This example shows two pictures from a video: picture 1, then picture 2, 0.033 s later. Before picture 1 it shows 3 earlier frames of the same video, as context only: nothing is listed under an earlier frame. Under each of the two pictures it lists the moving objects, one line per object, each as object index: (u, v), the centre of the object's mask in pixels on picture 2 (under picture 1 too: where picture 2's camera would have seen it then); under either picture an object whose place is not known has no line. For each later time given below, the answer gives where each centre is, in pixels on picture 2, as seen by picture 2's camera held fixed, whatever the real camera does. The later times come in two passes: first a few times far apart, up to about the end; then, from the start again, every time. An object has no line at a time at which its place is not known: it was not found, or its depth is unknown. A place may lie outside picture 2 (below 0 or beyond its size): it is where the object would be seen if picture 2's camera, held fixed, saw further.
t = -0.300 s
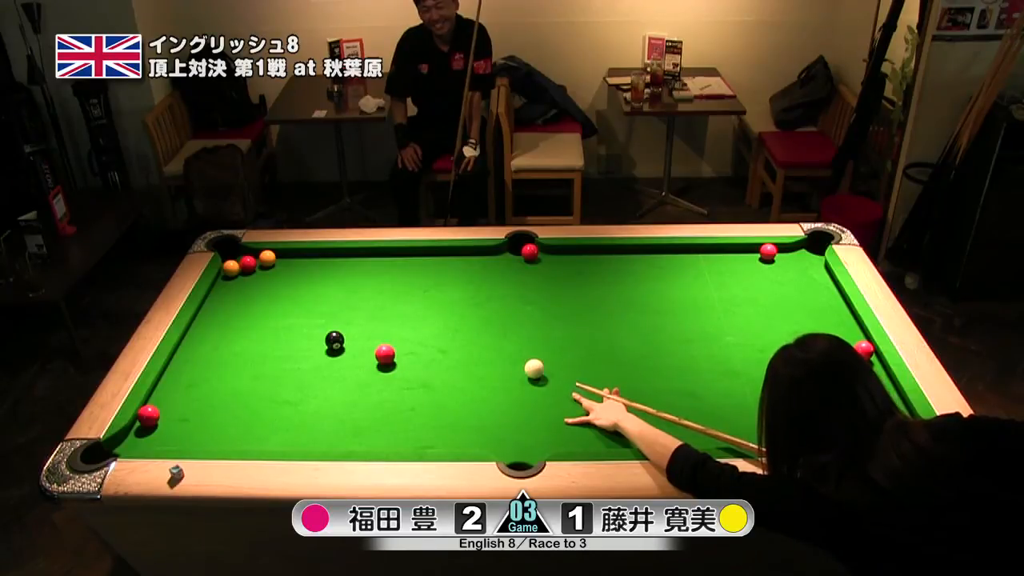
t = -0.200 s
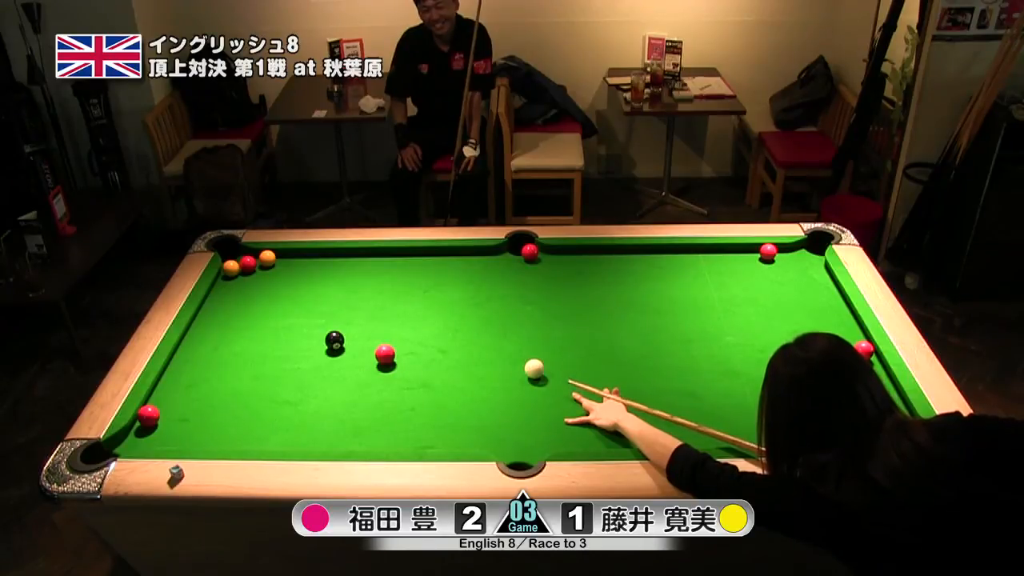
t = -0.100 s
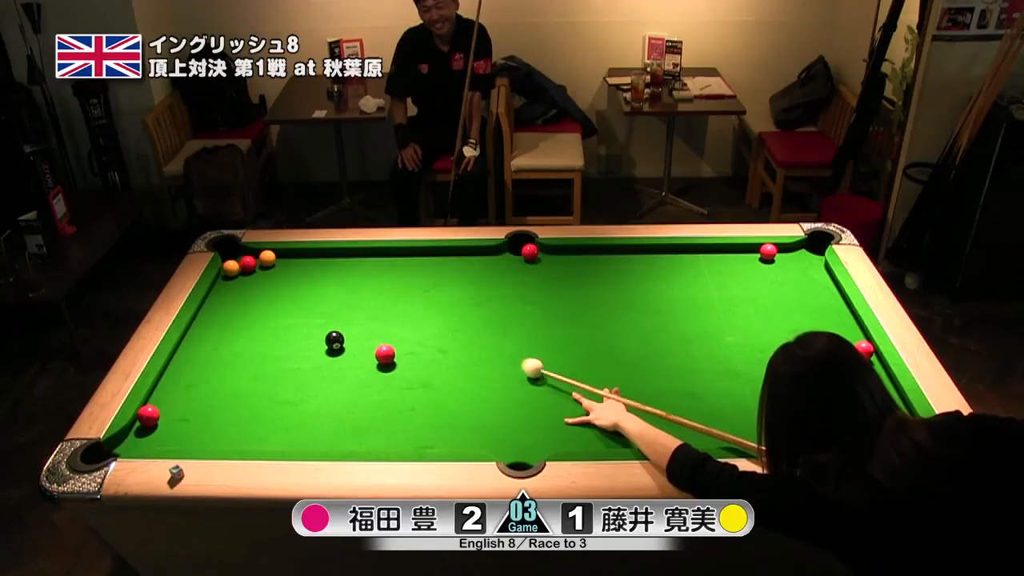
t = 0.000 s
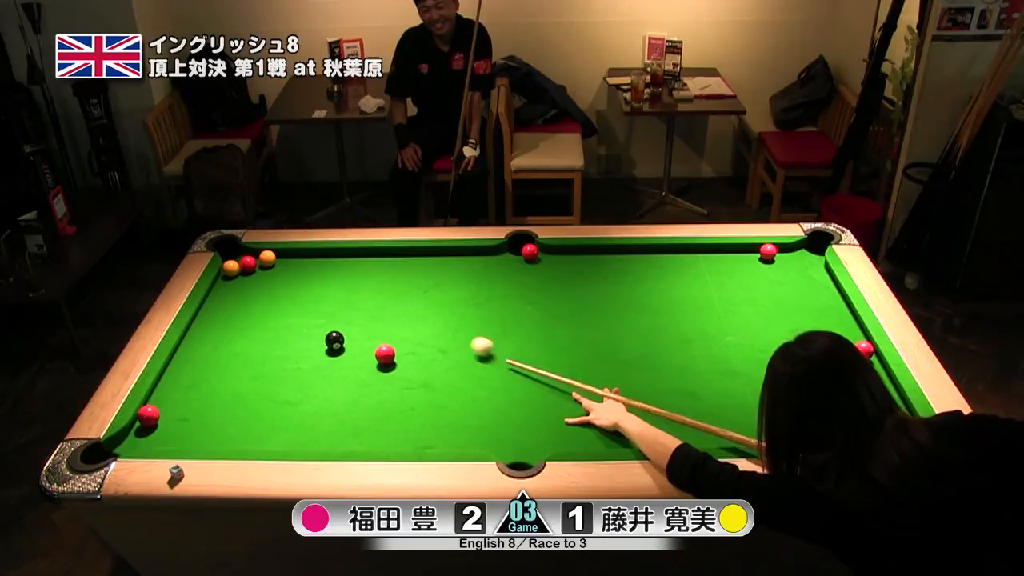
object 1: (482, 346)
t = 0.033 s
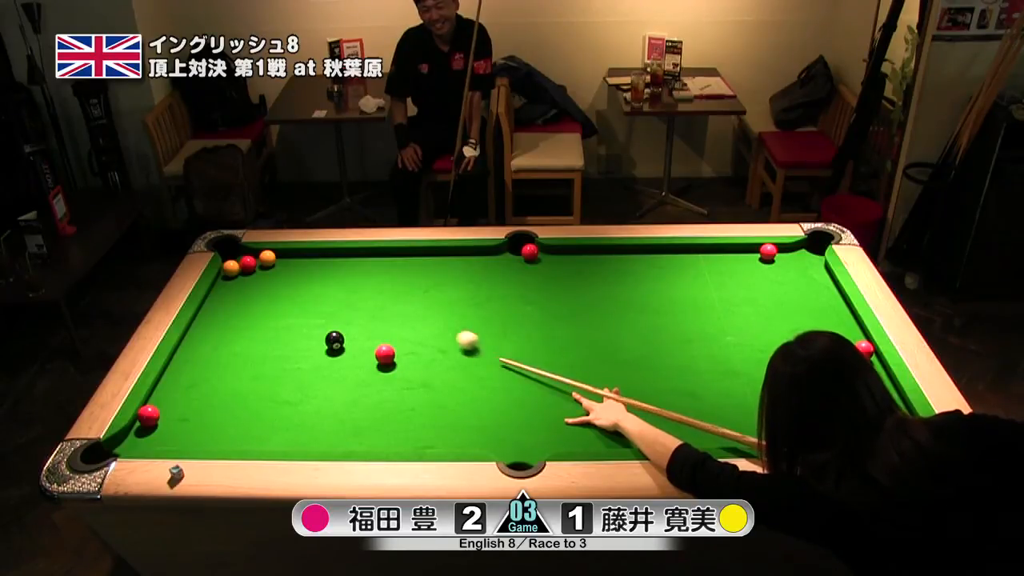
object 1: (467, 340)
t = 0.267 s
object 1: (384, 305)
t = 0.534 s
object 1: (306, 272)
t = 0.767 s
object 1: (285, 255)
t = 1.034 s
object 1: (279, 263)
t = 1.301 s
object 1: (274, 269)
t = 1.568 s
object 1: (270, 275)
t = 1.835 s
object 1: (267, 278)
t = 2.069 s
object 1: (266, 281)
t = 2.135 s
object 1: (266, 281)
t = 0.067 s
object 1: (454, 334)
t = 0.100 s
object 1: (441, 329)
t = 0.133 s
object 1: (429, 324)
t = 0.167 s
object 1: (418, 319)
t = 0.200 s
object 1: (406, 314)
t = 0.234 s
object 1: (395, 310)
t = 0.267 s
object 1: (384, 305)
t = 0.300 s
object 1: (373, 300)
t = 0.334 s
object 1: (363, 296)
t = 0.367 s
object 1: (353, 292)
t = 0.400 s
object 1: (343, 288)
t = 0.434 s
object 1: (333, 283)
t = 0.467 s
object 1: (324, 280)
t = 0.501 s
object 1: (315, 276)
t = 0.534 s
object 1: (306, 272)
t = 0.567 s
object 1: (297, 268)
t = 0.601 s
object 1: (288, 264)
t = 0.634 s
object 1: (281, 261)
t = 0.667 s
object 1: (283, 260)
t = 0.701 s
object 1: (284, 258)
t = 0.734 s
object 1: (285, 257)
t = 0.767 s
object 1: (285, 255)
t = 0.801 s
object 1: (284, 255)
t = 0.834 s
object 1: (283, 257)
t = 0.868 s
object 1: (282, 258)
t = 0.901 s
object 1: (282, 259)
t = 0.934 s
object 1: (281, 259)
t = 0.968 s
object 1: (280, 261)
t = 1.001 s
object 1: (279, 261)
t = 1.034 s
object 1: (279, 263)
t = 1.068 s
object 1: (278, 263)
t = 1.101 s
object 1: (277, 264)
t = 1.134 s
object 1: (277, 265)
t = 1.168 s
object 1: (276, 266)
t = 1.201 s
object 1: (275, 267)
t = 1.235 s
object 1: (275, 267)
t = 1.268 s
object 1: (274, 268)
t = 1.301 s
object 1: (274, 269)
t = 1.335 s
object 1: (273, 270)
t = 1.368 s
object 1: (273, 271)
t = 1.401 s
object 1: (272, 271)
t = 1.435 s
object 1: (272, 272)
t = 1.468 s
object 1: (271, 273)
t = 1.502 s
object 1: (271, 273)
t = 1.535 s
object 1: (270, 274)
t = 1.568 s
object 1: (270, 275)
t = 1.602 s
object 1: (270, 275)
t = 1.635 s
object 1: (269, 276)
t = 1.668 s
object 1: (269, 276)
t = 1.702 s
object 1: (268, 277)
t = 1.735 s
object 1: (268, 277)
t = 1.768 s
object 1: (268, 278)
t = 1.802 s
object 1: (268, 278)
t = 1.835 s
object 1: (267, 278)
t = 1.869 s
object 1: (267, 279)
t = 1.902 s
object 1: (267, 279)
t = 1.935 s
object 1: (267, 280)
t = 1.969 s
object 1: (267, 280)
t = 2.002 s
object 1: (267, 280)
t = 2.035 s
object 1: (266, 281)
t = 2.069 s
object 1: (266, 281)
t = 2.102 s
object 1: (266, 281)
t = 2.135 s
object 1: (266, 281)
